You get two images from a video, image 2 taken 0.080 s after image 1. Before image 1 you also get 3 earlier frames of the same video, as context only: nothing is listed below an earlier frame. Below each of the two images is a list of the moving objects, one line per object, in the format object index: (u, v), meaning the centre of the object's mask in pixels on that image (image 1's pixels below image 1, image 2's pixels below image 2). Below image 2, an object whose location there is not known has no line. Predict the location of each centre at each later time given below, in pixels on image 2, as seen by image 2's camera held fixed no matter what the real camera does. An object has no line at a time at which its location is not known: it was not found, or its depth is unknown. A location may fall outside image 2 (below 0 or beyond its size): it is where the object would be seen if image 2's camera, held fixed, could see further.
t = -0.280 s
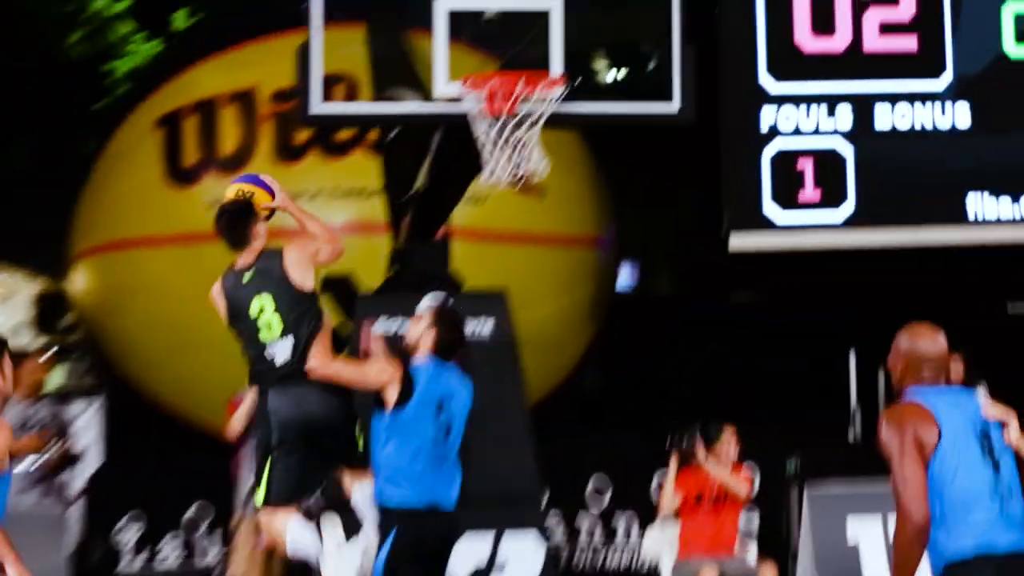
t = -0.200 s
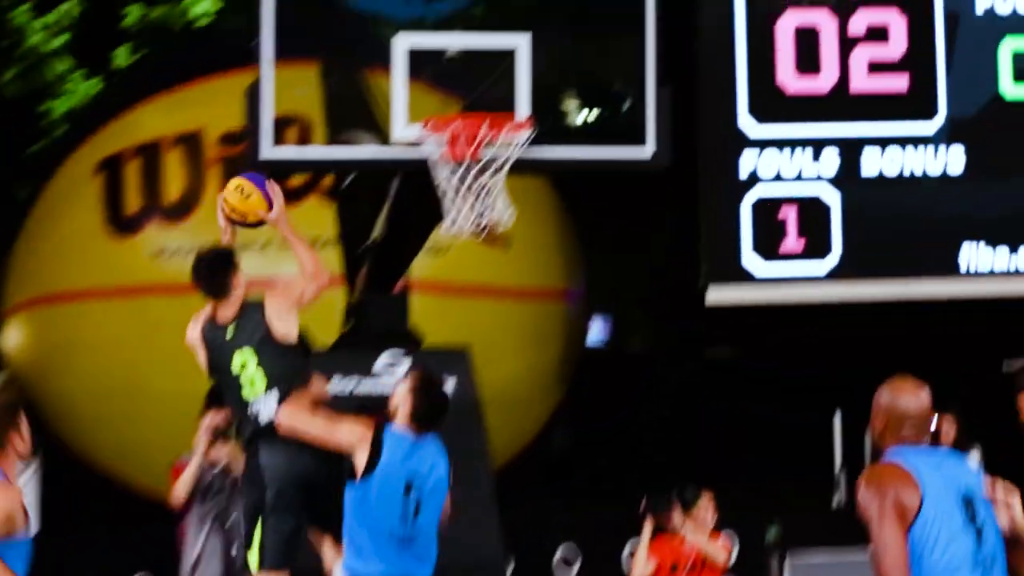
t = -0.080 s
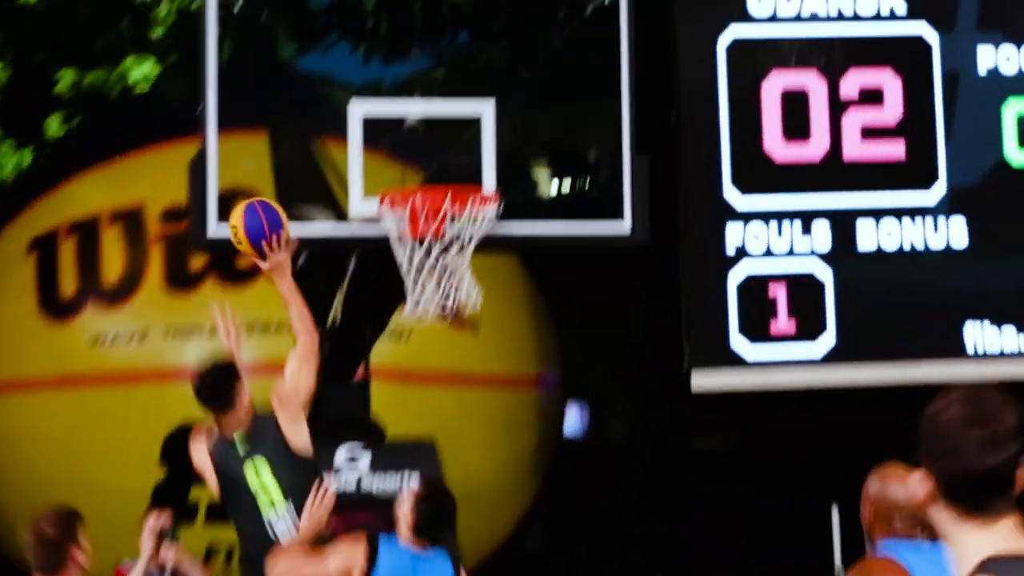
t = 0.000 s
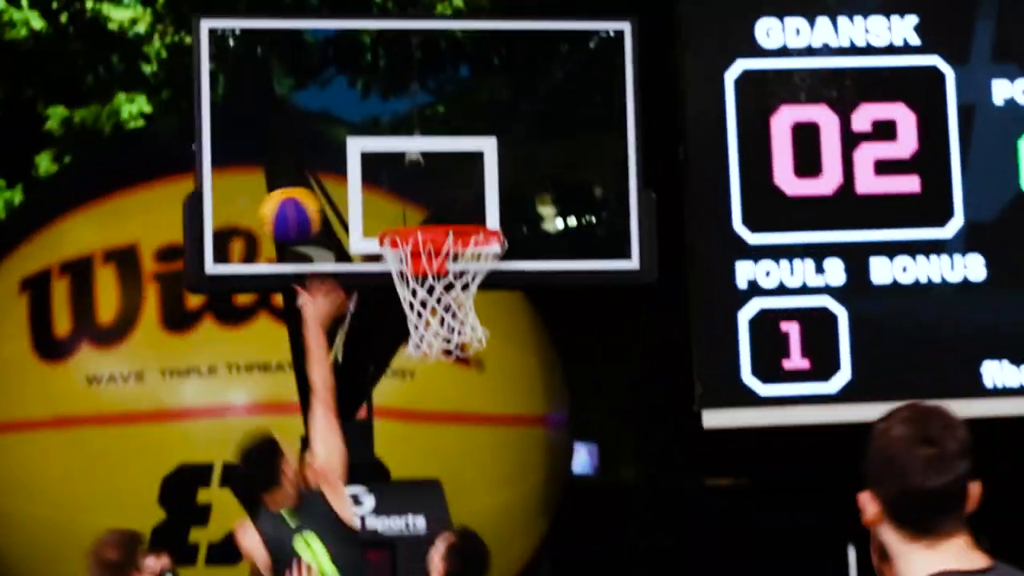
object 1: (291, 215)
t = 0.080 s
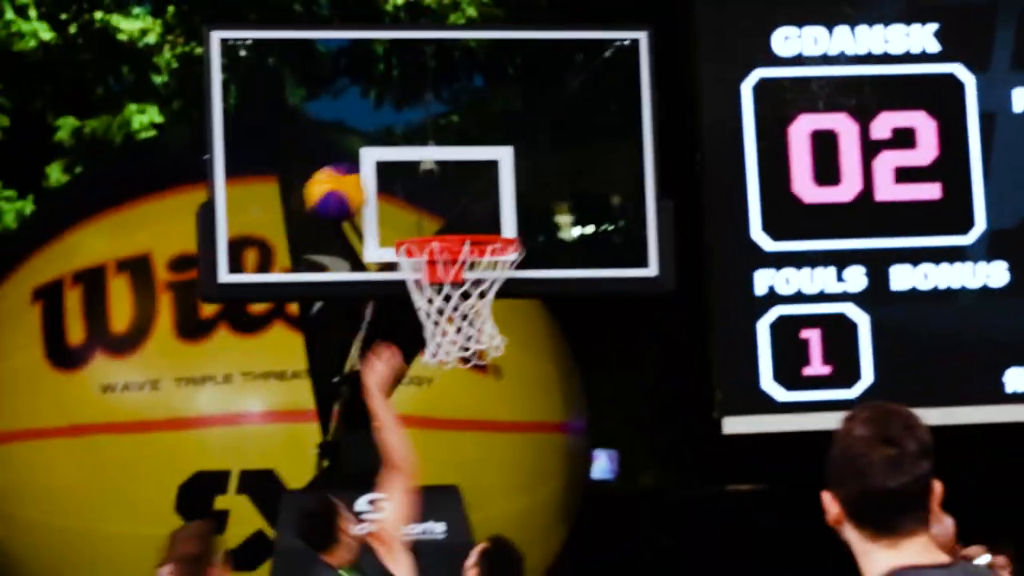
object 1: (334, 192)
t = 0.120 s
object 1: (353, 183)
